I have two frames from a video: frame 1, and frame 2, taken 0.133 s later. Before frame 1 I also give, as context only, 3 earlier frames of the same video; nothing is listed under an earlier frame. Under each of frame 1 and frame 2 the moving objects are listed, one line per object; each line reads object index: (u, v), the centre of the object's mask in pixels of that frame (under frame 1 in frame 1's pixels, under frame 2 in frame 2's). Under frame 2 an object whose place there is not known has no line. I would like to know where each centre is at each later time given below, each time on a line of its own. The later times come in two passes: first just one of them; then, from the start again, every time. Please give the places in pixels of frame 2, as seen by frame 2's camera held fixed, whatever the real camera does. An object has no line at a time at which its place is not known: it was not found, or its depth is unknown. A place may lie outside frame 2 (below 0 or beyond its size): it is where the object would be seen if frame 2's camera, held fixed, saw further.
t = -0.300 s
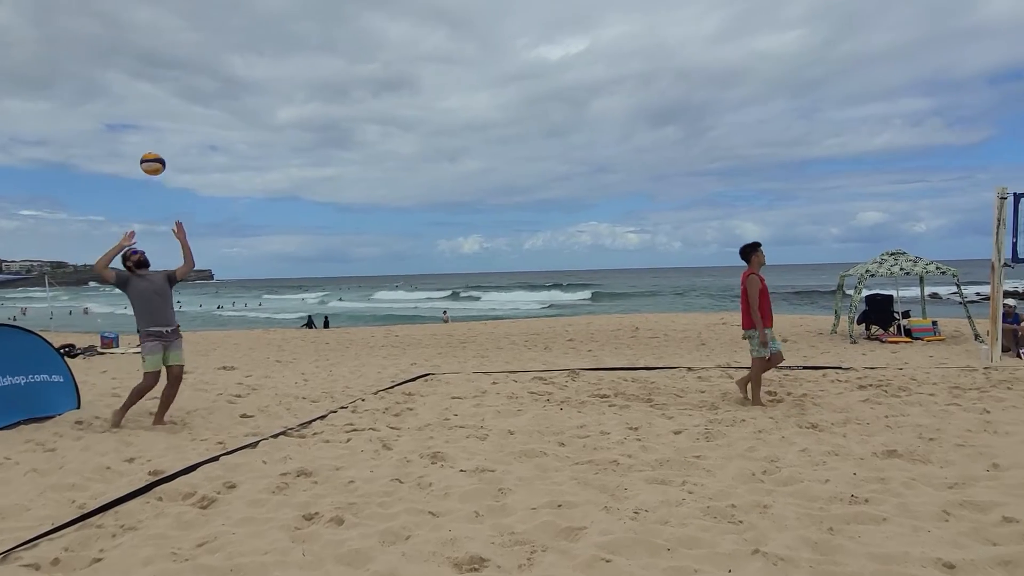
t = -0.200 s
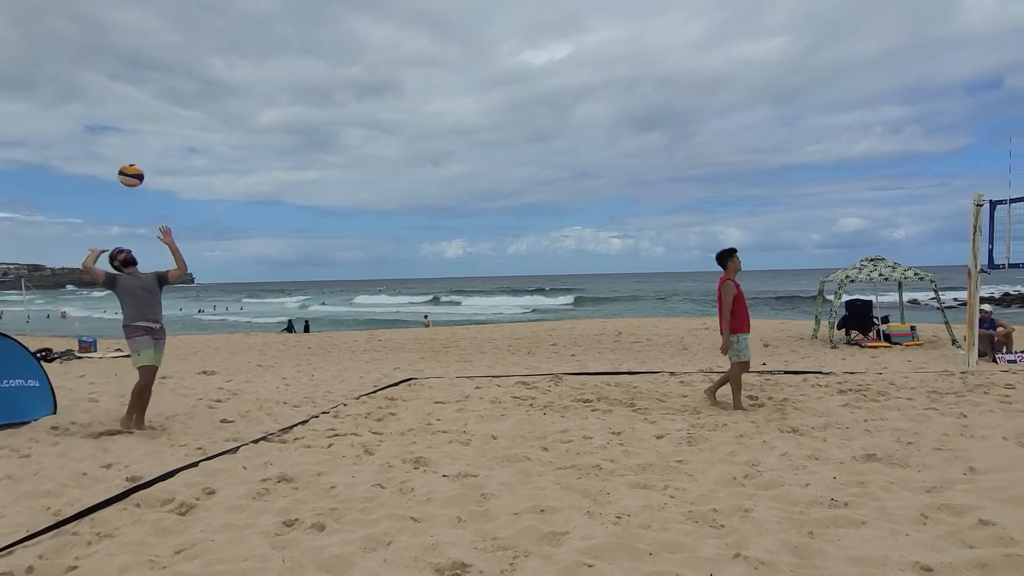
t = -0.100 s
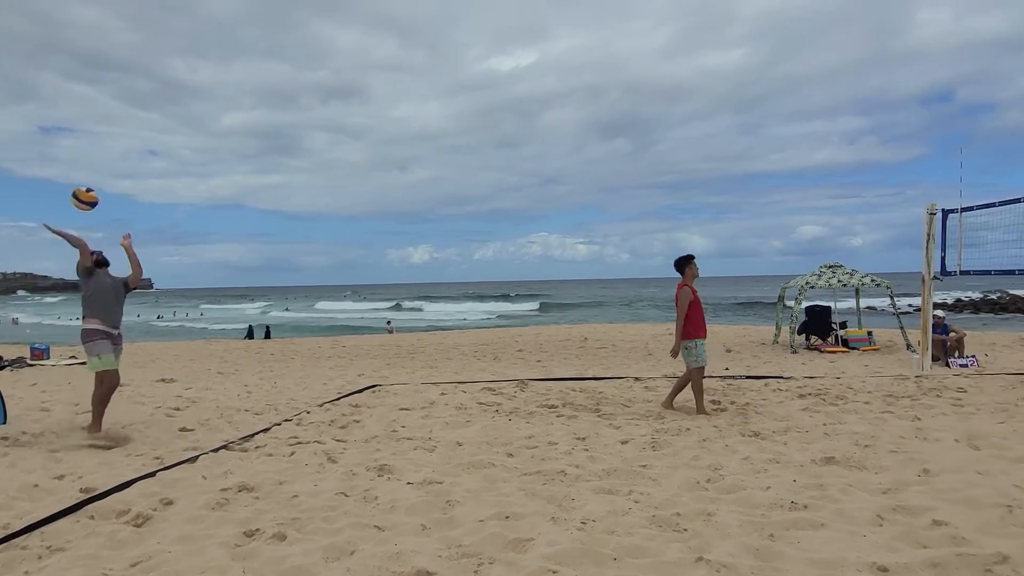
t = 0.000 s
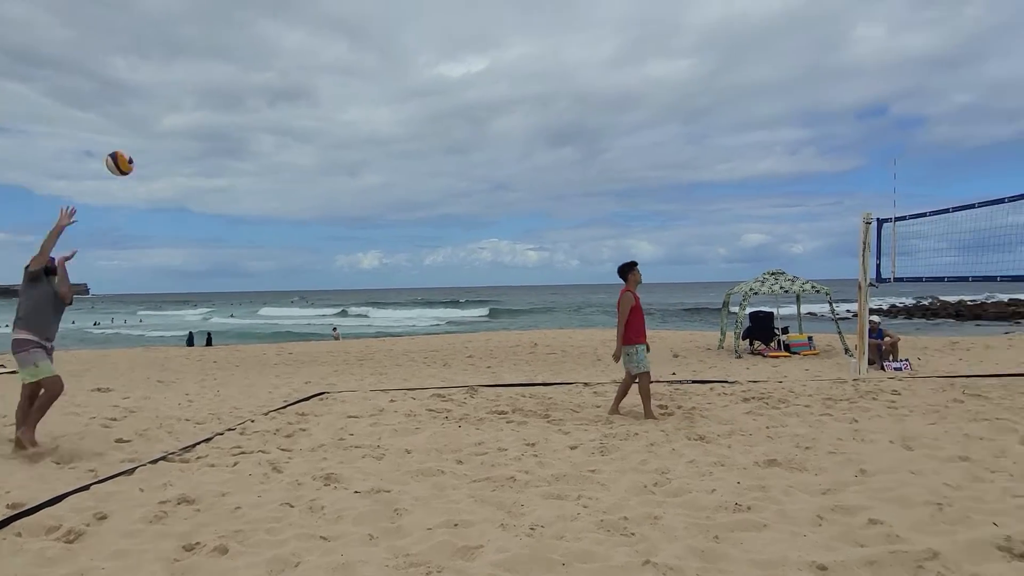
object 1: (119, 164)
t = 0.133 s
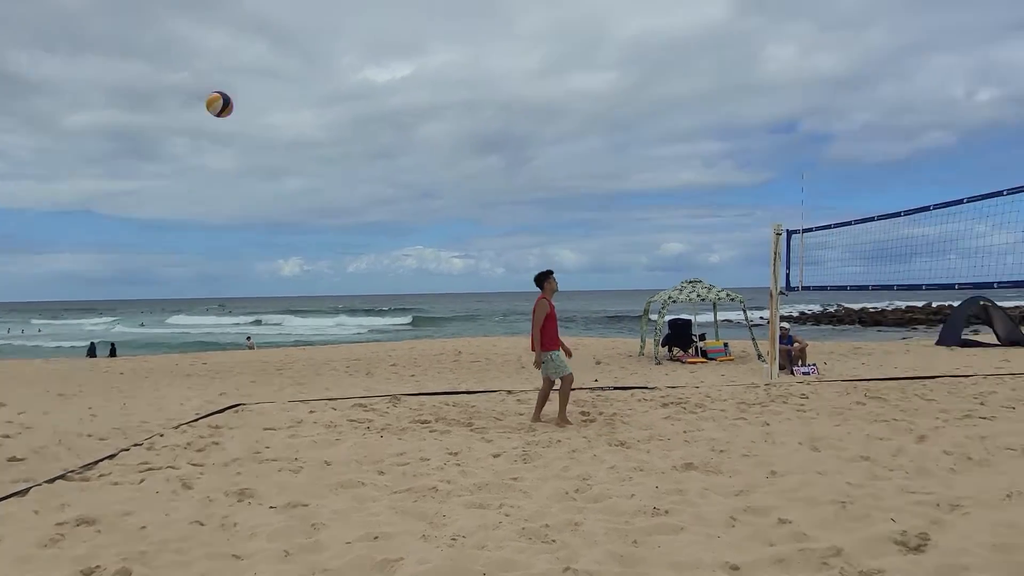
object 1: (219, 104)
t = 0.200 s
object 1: (311, 86)
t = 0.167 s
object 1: (266, 94)
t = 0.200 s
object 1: (311, 86)
